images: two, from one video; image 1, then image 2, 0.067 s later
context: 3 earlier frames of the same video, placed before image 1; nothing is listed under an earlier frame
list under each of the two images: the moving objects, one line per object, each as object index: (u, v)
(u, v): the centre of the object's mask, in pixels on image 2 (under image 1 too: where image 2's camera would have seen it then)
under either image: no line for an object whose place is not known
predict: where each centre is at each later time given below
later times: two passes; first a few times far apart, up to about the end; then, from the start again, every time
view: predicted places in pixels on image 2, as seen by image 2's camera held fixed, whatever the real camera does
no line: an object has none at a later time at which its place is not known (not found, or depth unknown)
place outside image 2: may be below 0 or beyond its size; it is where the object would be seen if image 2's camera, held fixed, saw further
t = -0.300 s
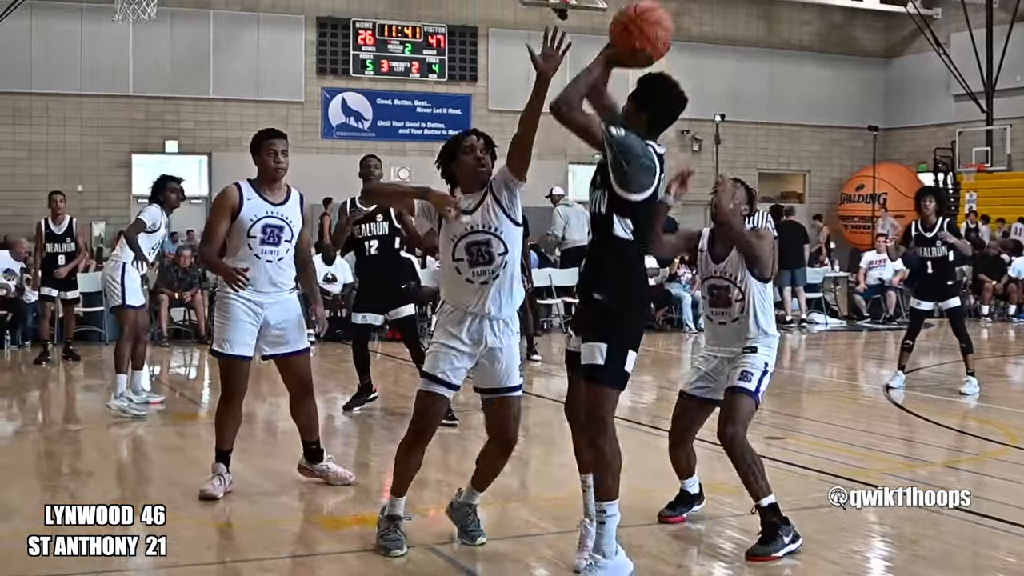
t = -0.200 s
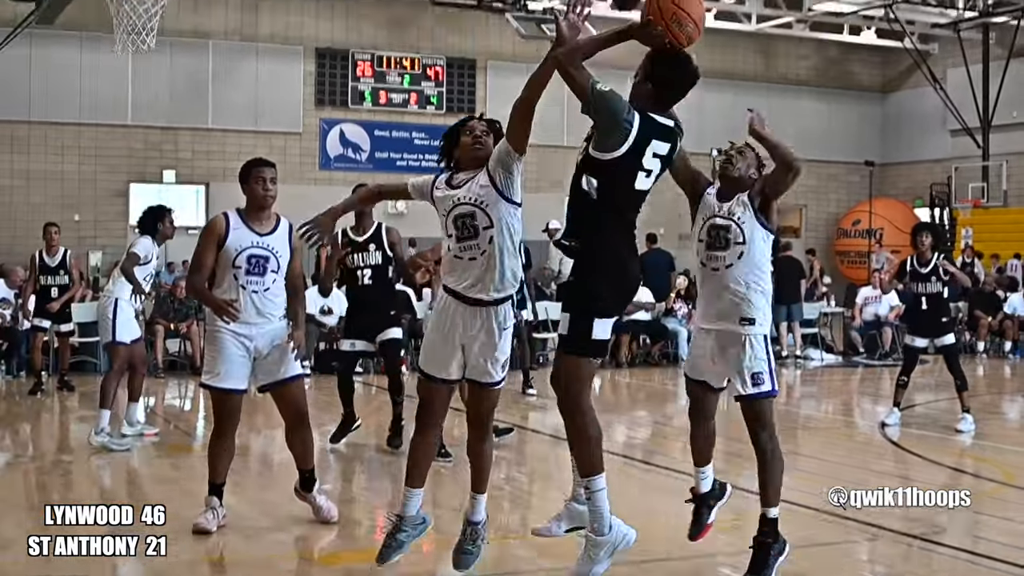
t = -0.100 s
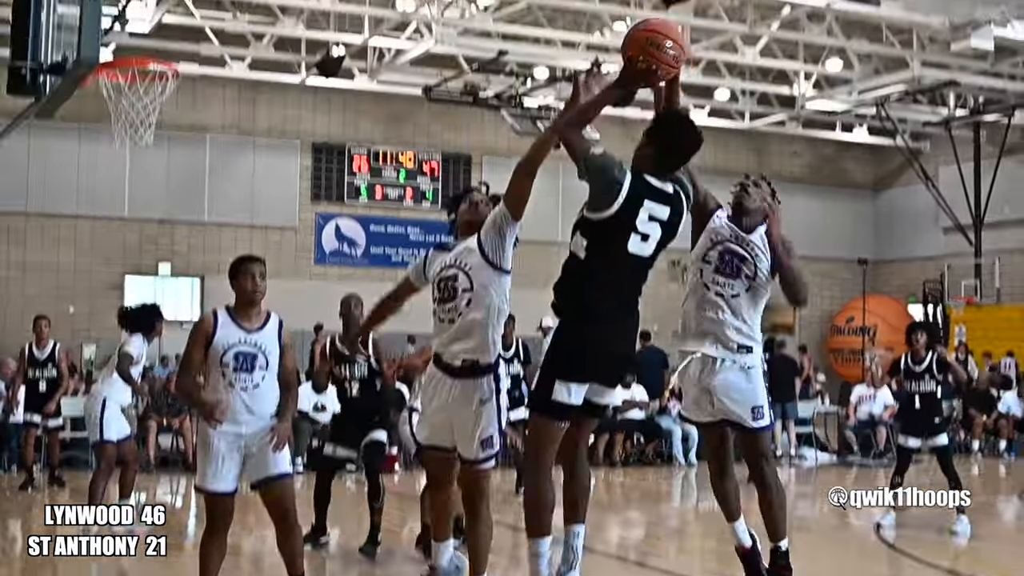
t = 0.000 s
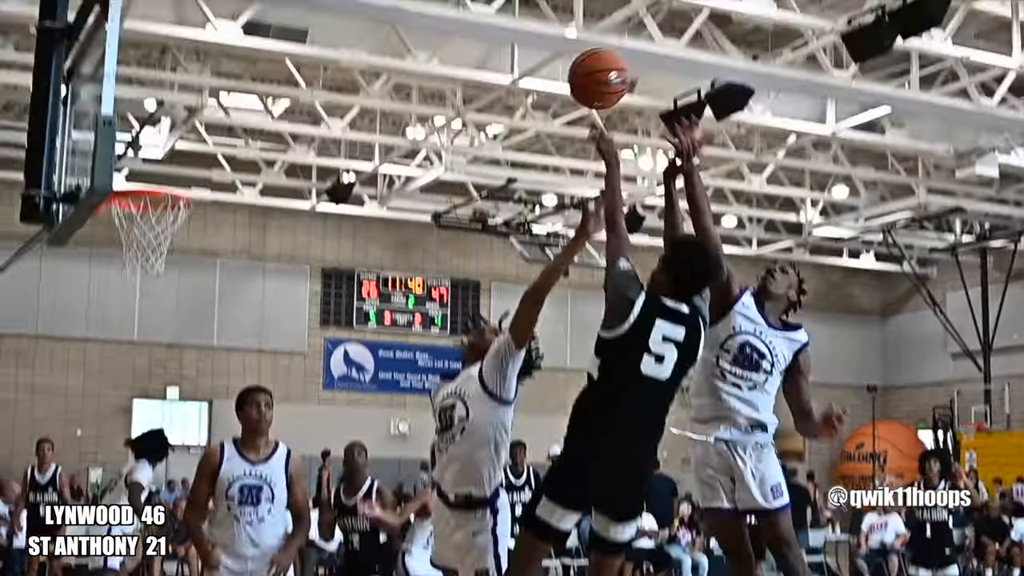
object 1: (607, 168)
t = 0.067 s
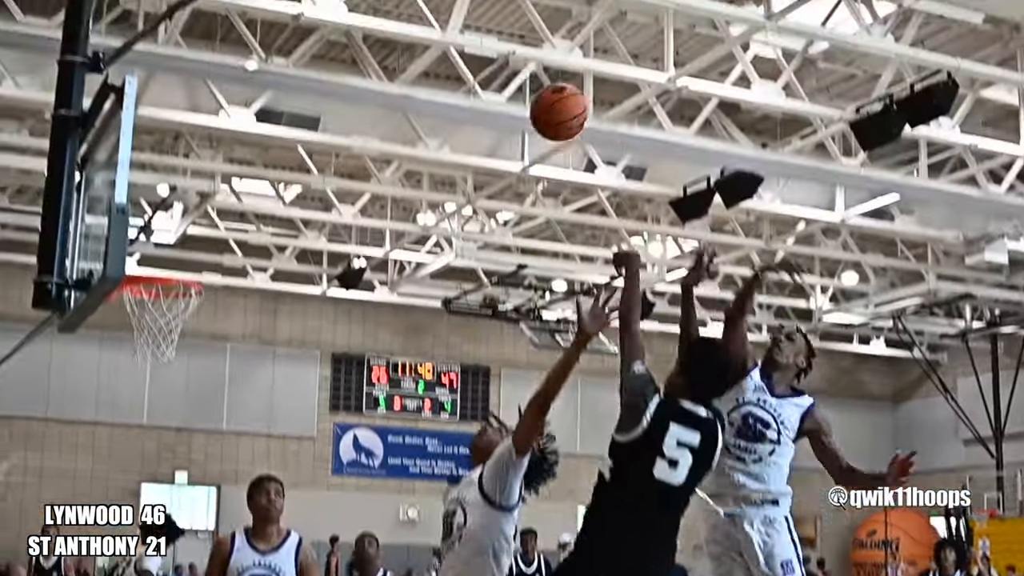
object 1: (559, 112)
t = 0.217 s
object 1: (460, 37)
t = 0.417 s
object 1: (351, 11)
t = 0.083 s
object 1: (548, 101)
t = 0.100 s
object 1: (536, 90)
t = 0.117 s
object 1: (524, 81)
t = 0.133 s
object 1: (513, 72)
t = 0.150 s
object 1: (502, 64)
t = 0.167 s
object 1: (492, 56)
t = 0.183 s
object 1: (481, 50)
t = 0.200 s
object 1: (470, 43)
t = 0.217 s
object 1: (460, 37)
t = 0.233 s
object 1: (450, 32)
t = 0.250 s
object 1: (440, 28)
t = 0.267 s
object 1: (431, 24)
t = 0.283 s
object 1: (421, 20)
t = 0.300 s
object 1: (412, 17)
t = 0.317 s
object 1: (404, 14)
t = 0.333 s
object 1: (394, 13)
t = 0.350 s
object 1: (386, 11)
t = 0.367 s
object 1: (376, 10)
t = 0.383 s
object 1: (368, 10)
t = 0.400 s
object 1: (359, 10)
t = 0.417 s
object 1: (351, 11)
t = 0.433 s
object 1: (342, 12)
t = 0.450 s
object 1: (334, 13)
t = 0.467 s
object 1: (326, 15)
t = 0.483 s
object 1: (319, 18)
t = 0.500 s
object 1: (311, 22)
